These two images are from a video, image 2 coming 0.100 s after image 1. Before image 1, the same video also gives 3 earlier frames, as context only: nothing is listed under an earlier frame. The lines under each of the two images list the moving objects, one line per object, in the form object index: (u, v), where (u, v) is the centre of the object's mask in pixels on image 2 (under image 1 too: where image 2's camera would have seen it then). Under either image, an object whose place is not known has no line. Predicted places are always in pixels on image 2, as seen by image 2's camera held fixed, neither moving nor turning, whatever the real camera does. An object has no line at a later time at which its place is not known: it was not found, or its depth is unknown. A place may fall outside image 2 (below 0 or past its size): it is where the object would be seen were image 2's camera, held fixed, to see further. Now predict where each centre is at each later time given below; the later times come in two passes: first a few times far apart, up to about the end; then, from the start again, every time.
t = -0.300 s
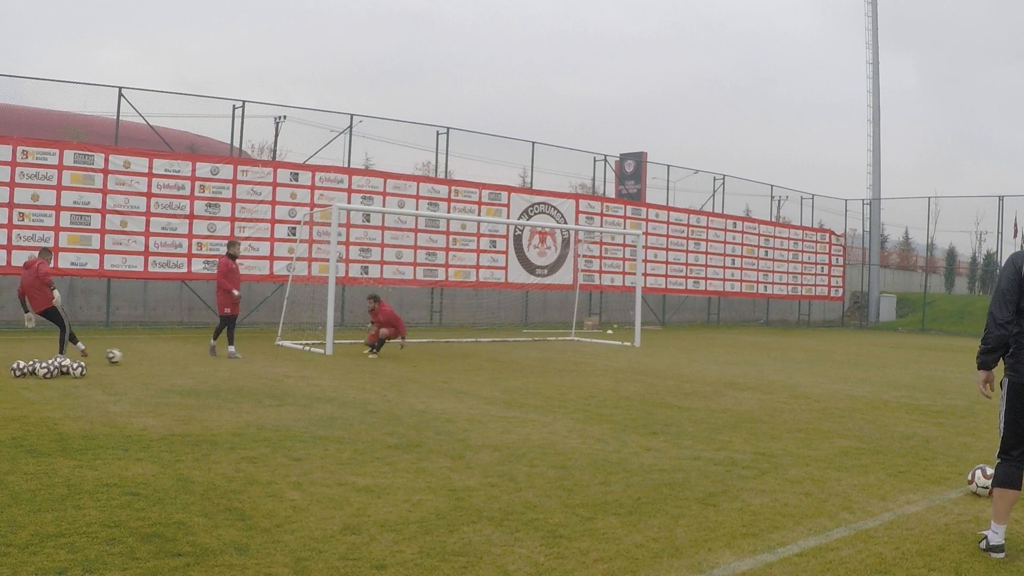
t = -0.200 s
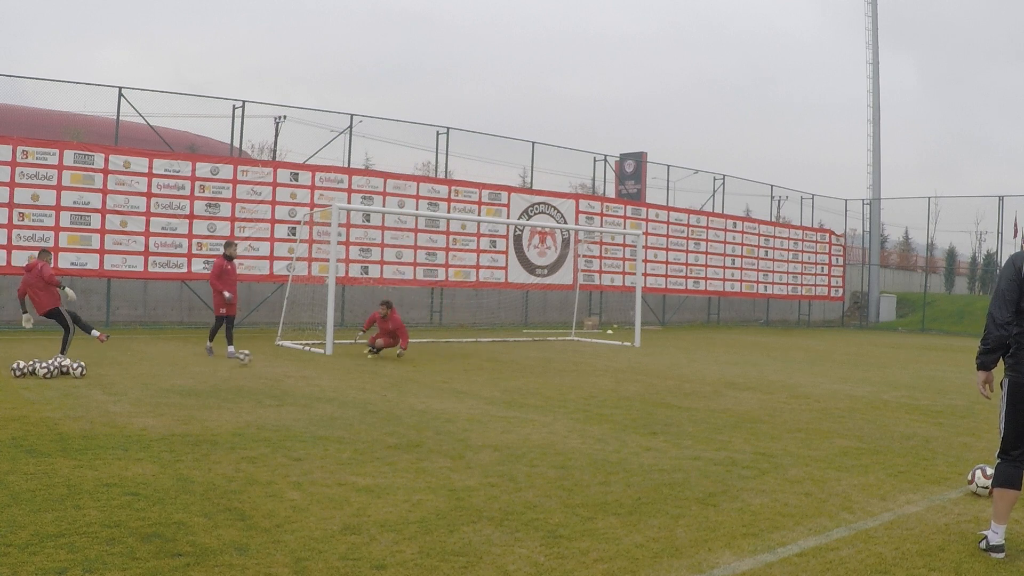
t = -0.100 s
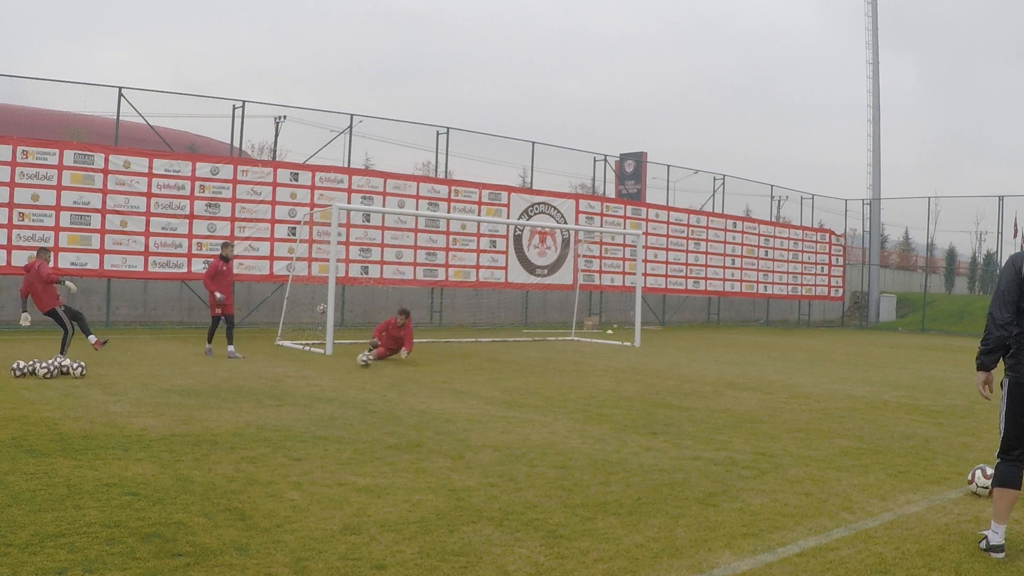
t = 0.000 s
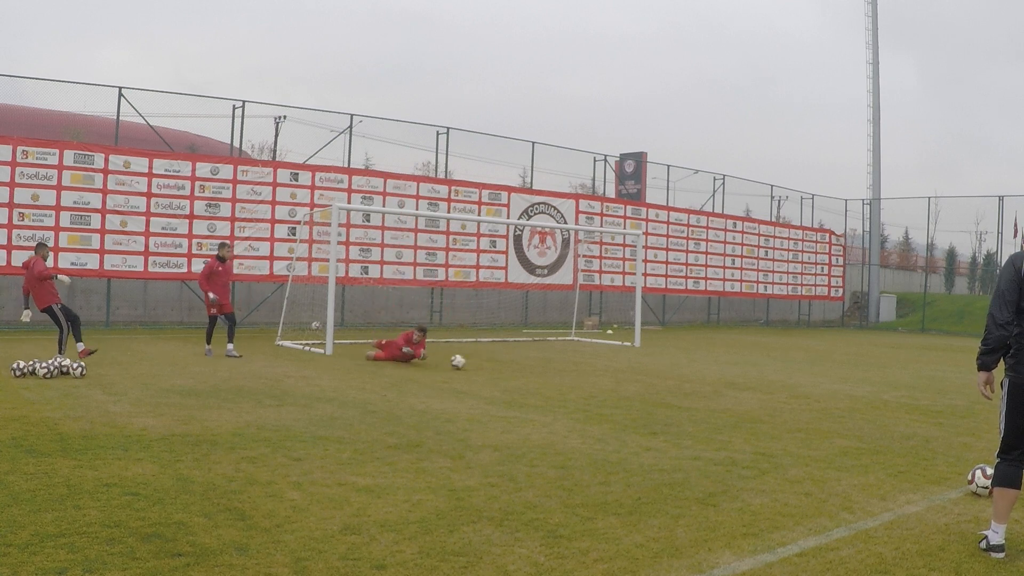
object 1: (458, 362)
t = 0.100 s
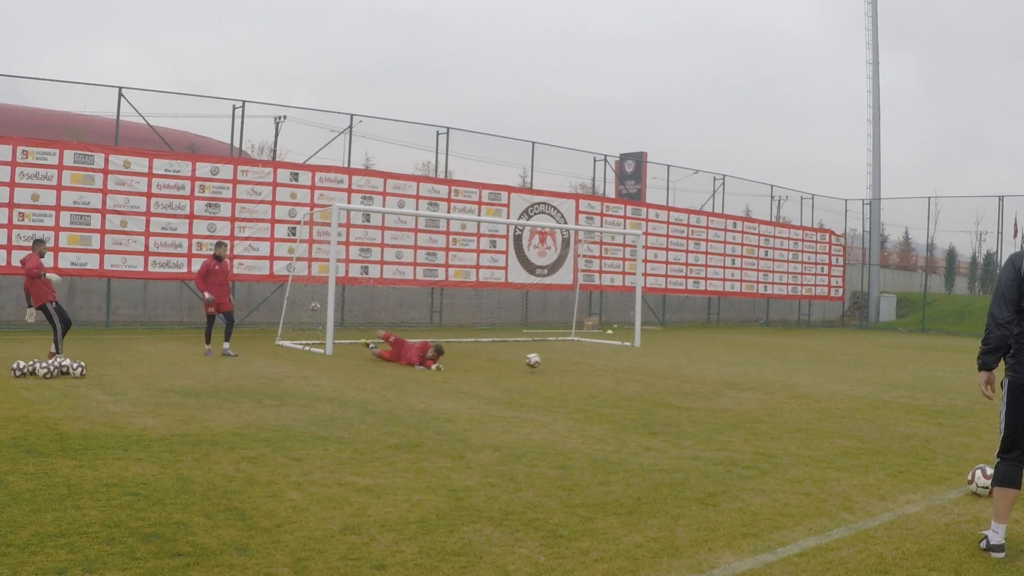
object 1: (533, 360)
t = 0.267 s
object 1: (652, 368)
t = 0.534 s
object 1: (808, 372)
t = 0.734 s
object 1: (902, 375)
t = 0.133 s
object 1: (558, 361)
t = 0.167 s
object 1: (582, 363)
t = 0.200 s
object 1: (606, 366)
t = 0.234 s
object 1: (631, 369)
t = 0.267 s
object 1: (652, 368)
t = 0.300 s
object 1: (674, 368)
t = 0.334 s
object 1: (695, 369)
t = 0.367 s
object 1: (715, 370)
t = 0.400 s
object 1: (736, 370)
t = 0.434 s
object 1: (754, 370)
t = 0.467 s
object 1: (773, 370)
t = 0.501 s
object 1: (792, 371)
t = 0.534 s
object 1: (808, 372)
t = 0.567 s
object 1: (826, 372)
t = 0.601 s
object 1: (842, 372)
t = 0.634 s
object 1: (858, 374)
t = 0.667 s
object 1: (874, 375)
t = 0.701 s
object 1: (888, 375)
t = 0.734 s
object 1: (902, 375)
